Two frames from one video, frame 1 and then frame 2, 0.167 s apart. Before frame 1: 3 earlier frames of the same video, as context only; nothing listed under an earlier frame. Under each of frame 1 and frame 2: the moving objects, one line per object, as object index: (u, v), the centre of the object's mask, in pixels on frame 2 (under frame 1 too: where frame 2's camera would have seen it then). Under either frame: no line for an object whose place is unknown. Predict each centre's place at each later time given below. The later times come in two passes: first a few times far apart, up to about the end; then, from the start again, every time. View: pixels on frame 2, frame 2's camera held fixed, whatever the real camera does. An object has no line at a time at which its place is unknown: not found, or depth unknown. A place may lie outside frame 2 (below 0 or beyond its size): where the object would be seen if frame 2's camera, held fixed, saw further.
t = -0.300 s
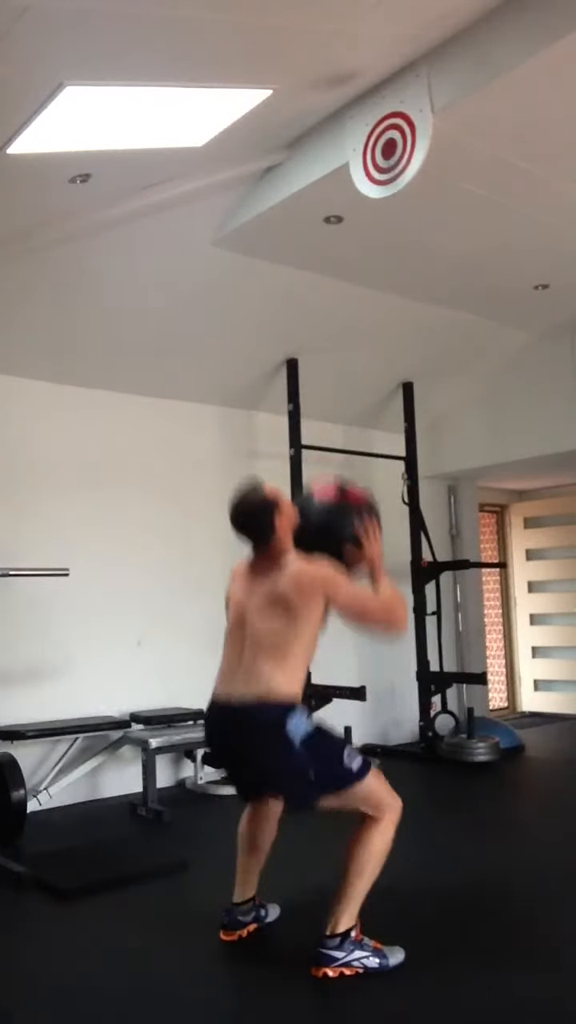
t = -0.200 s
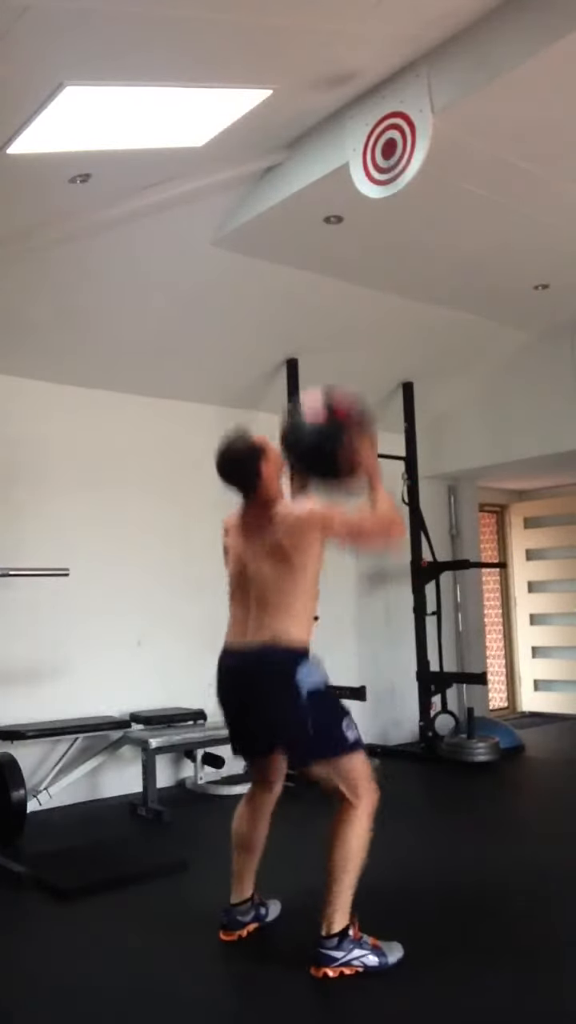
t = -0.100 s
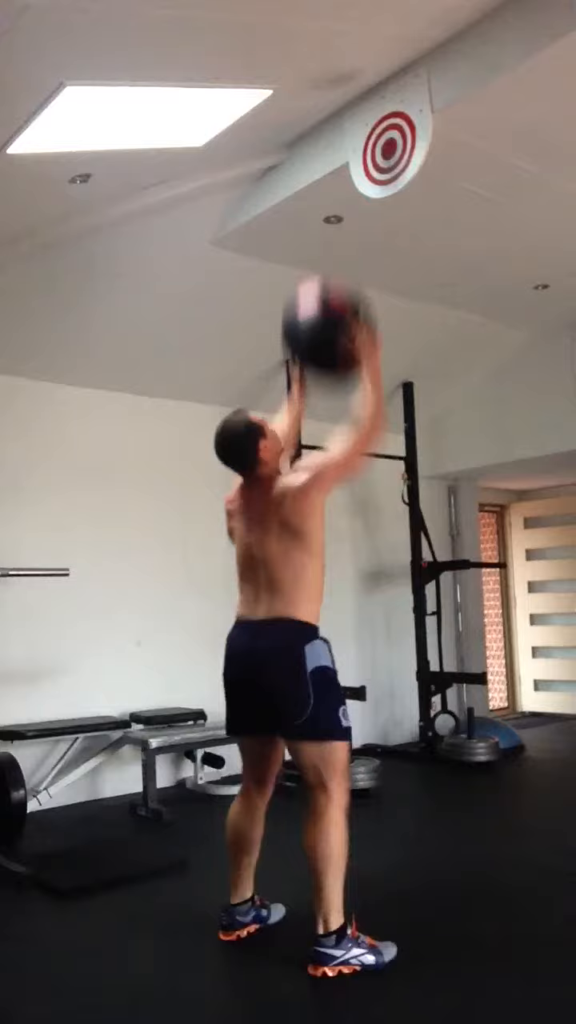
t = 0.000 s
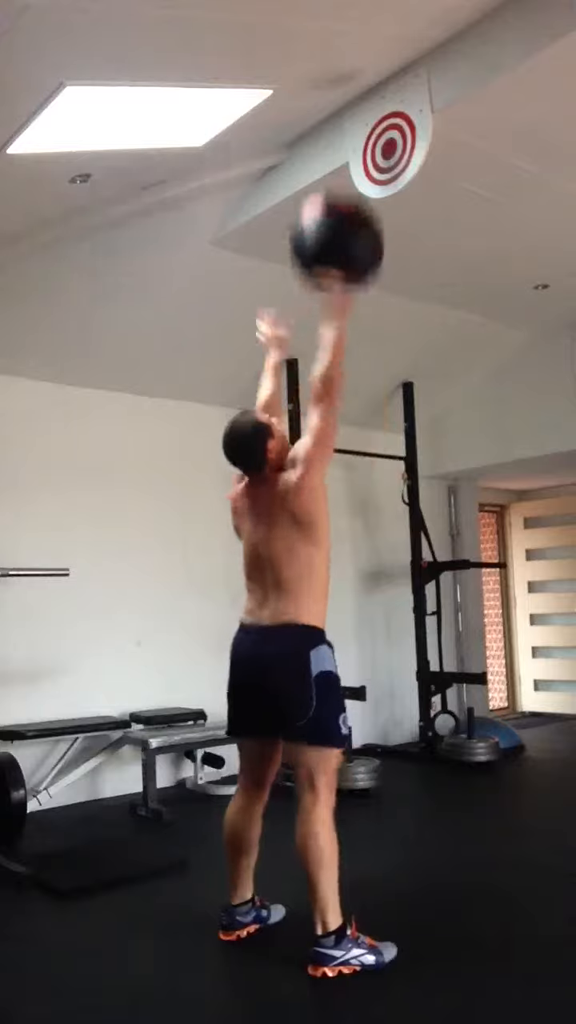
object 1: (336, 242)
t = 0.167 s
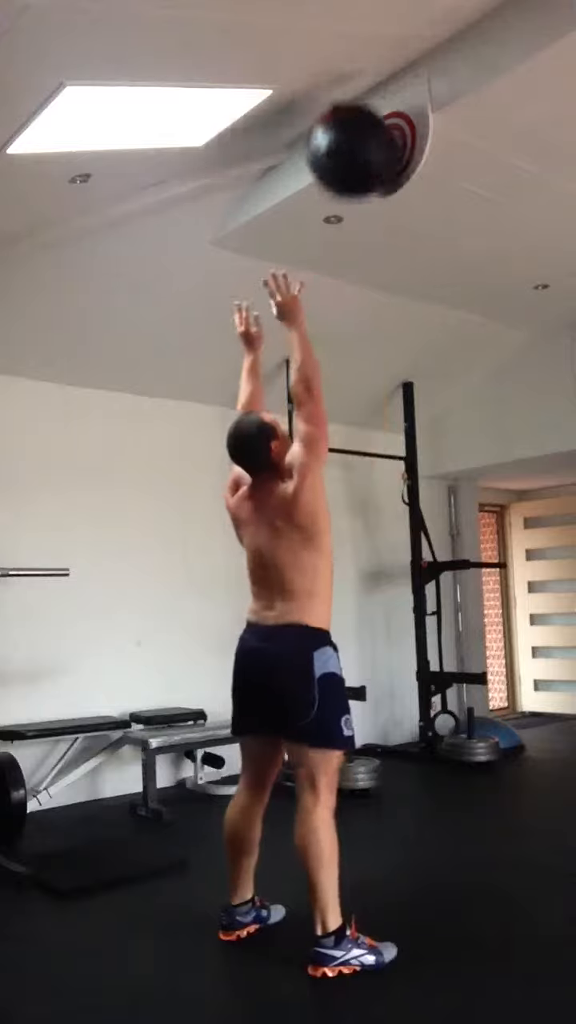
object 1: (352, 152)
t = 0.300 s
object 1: (362, 128)
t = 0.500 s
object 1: (350, 160)
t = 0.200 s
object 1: (356, 142)
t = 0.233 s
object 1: (360, 135)
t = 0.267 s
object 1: (363, 131)
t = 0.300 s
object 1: (362, 128)
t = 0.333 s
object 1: (360, 127)
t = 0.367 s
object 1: (357, 128)
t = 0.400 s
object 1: (355, 131)
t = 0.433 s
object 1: (353, 138)
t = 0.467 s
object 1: (350, 148)
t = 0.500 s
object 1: (350, 160)
